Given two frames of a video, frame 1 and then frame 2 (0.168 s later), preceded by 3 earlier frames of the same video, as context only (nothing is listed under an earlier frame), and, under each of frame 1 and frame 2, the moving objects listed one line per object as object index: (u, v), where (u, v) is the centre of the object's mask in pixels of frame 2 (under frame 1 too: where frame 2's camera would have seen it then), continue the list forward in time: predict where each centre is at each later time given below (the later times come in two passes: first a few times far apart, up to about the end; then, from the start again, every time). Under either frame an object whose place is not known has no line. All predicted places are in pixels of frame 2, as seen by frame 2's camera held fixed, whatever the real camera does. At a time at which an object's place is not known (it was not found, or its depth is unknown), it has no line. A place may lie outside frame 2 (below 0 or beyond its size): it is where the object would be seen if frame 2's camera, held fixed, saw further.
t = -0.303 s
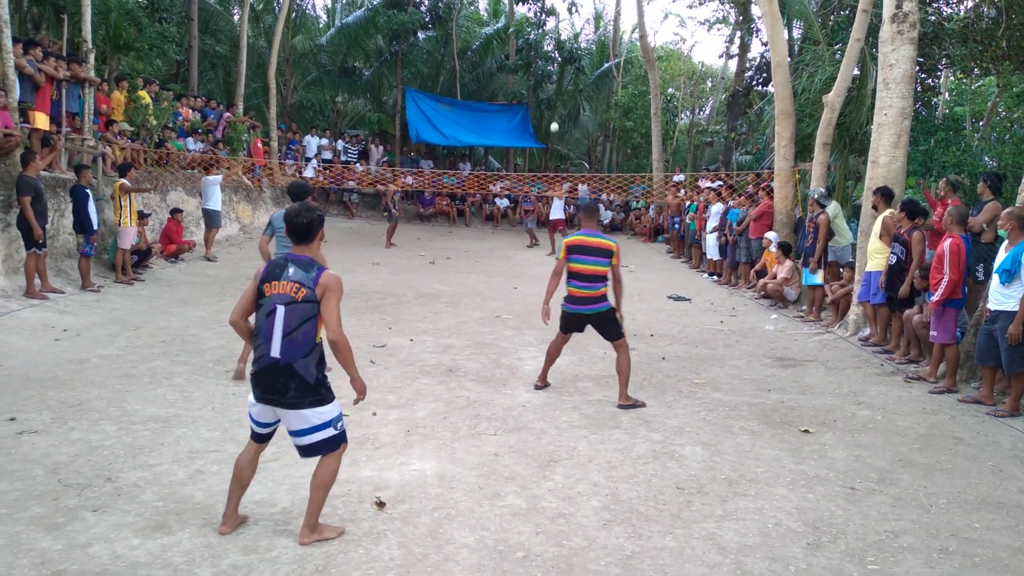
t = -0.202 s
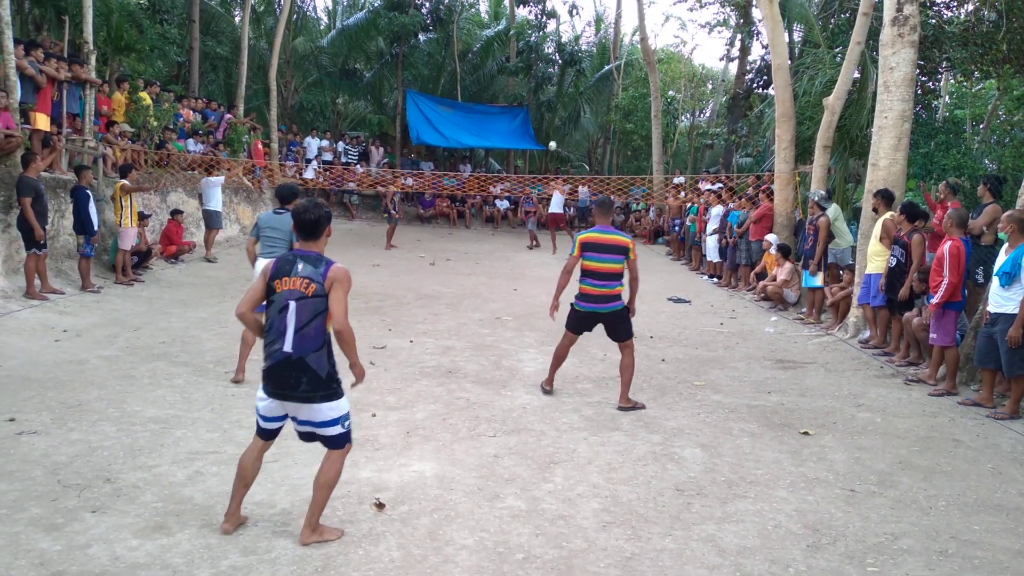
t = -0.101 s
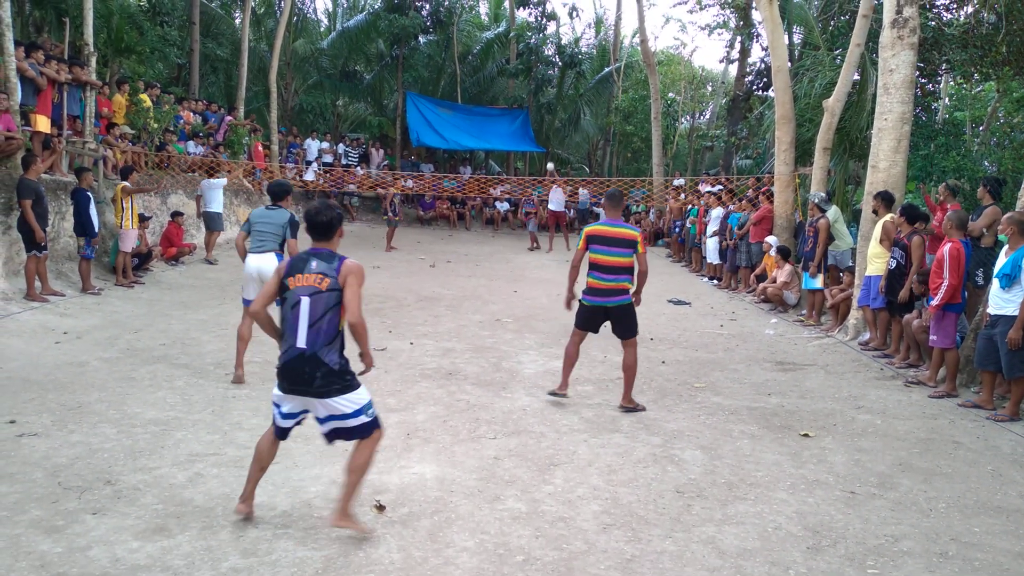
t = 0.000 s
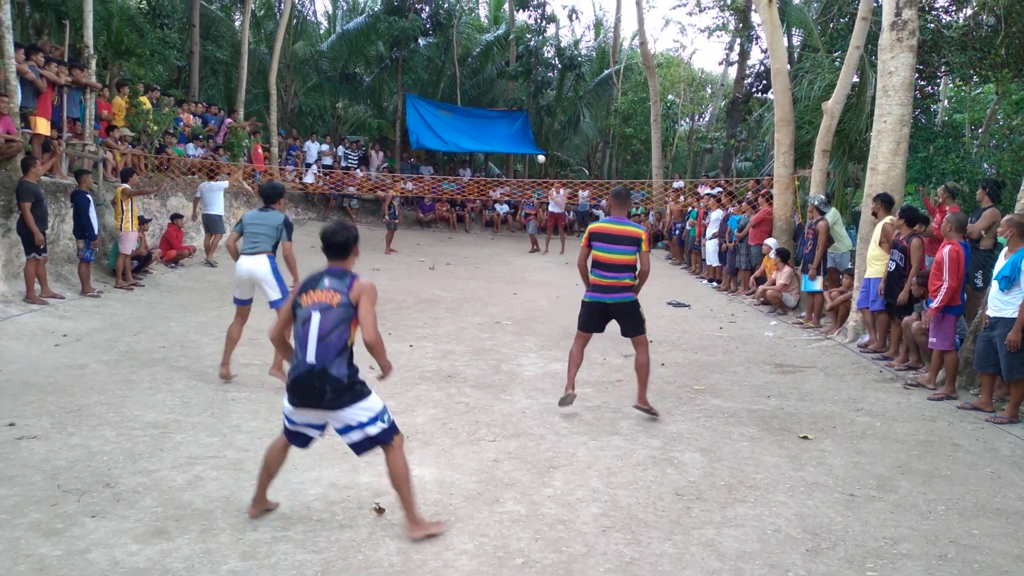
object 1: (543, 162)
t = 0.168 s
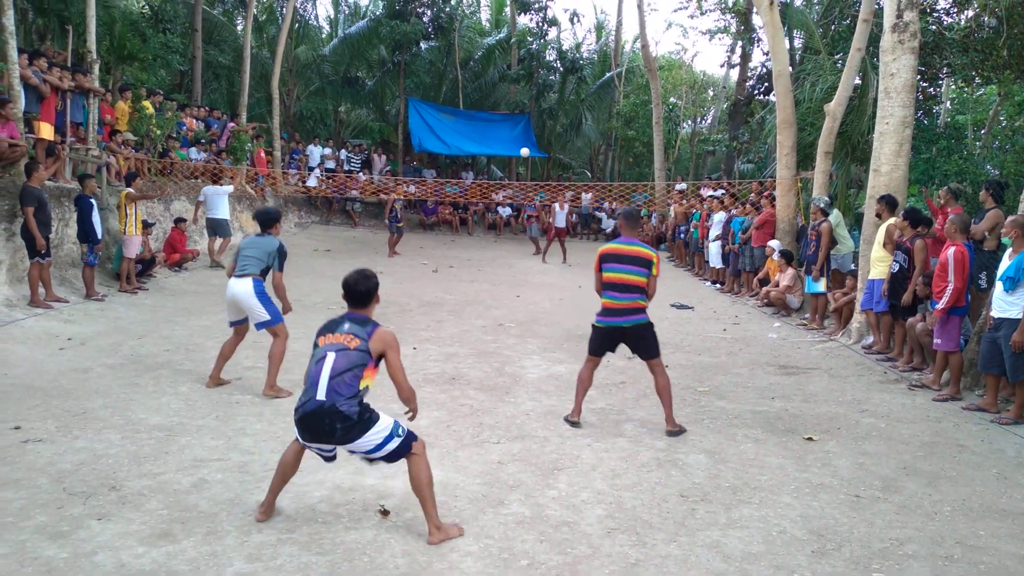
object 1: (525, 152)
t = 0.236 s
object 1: (515, 153)
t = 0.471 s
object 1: (470, 192)
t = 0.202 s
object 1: (520, 152)
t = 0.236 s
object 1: (515, 153)
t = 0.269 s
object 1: (509, 156)
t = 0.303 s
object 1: (503, 159)
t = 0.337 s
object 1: (497, 163)
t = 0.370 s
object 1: (491, 168)
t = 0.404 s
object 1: (484, 174)
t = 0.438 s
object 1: (477, 182)
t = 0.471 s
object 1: (470, 192)
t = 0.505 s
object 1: (461, 204)
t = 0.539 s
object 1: (452, 217)
